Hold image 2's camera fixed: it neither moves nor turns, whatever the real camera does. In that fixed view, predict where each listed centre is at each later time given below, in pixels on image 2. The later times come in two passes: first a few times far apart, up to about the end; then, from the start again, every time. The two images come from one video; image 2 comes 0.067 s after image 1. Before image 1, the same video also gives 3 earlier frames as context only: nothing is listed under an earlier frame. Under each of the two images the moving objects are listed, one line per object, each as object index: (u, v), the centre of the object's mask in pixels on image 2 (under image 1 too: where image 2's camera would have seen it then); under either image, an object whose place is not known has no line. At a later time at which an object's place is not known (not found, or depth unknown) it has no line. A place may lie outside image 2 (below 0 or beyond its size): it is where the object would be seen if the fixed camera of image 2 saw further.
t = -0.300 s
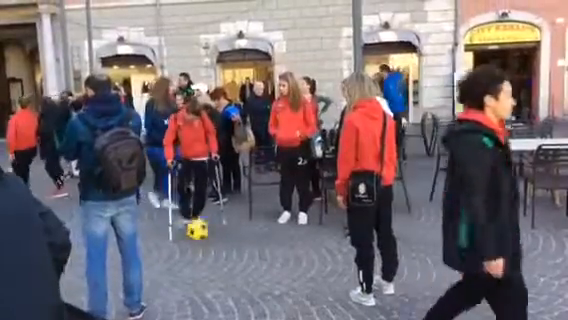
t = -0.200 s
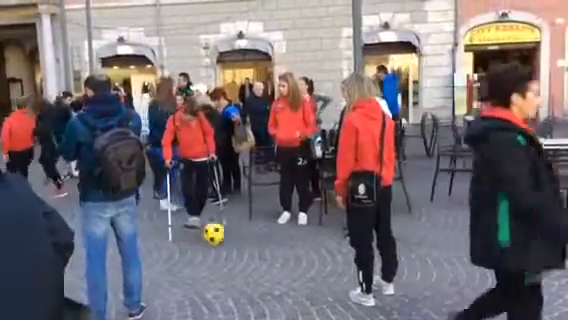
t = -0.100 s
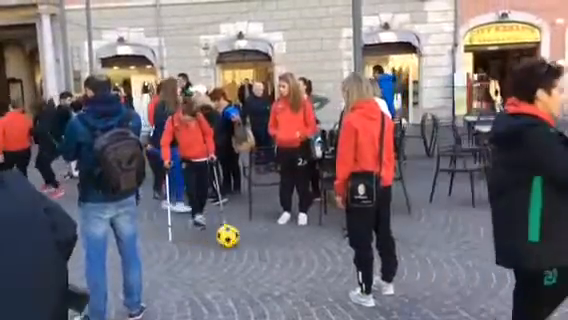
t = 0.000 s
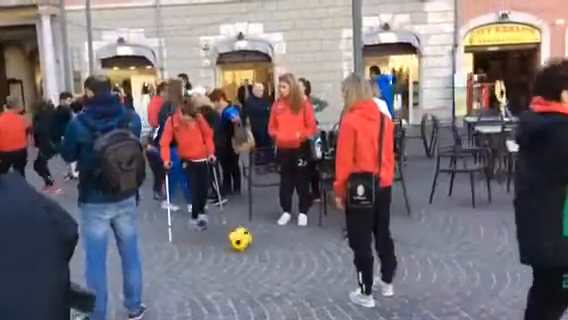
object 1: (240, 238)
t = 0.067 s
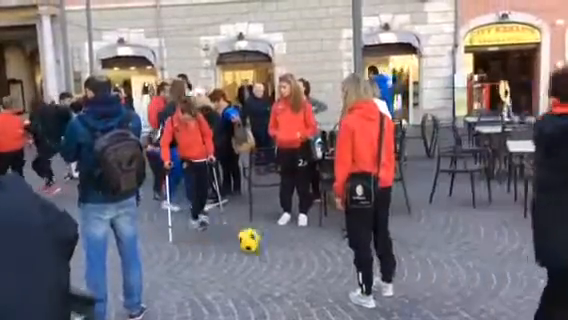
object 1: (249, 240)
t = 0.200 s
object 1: (267, 243)
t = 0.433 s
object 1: (299, 246)
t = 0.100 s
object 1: (253, 241)
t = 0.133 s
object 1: (258, 241)
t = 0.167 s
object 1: (263, 242)
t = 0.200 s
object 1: (267, 243)
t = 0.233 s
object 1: (272, 243)
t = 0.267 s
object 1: (276, 243)
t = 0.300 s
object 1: (281, 244)
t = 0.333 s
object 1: (285, 244)
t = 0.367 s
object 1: (290, 244)
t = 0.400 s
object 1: (294, 245)
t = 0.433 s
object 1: (299, 246)
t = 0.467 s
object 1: (304, 247)
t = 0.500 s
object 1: (307, 247)
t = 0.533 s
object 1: (313, 248)
